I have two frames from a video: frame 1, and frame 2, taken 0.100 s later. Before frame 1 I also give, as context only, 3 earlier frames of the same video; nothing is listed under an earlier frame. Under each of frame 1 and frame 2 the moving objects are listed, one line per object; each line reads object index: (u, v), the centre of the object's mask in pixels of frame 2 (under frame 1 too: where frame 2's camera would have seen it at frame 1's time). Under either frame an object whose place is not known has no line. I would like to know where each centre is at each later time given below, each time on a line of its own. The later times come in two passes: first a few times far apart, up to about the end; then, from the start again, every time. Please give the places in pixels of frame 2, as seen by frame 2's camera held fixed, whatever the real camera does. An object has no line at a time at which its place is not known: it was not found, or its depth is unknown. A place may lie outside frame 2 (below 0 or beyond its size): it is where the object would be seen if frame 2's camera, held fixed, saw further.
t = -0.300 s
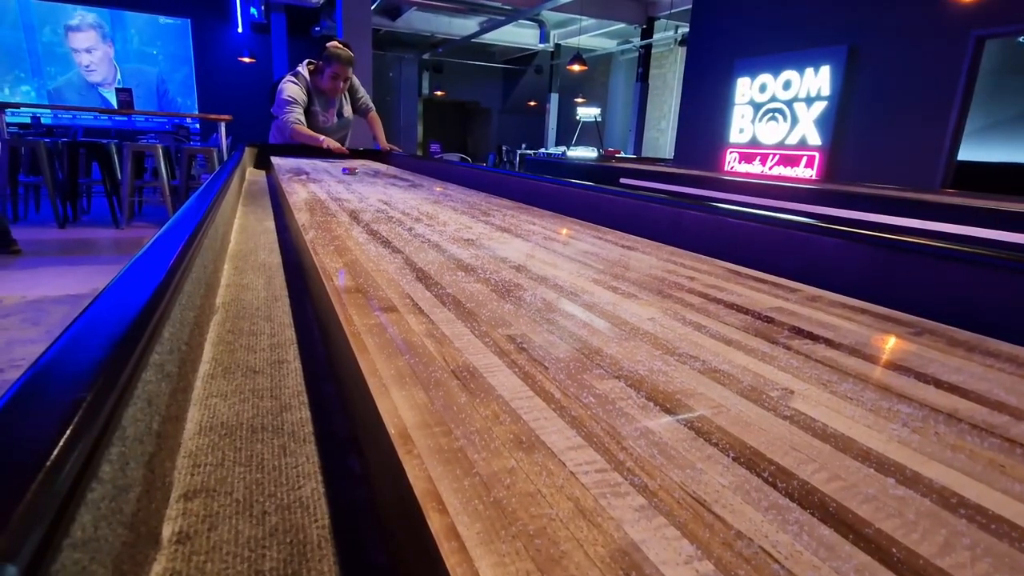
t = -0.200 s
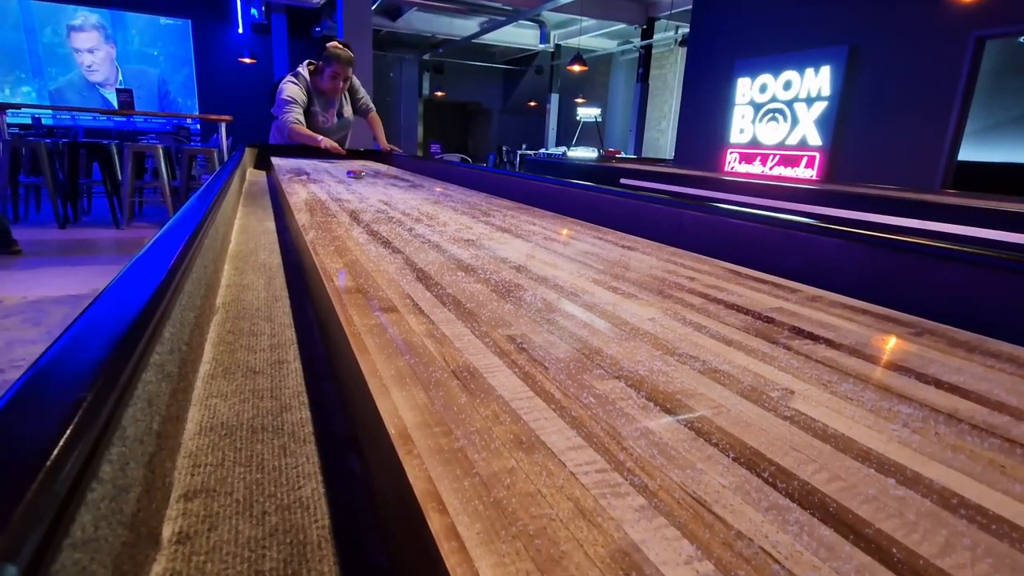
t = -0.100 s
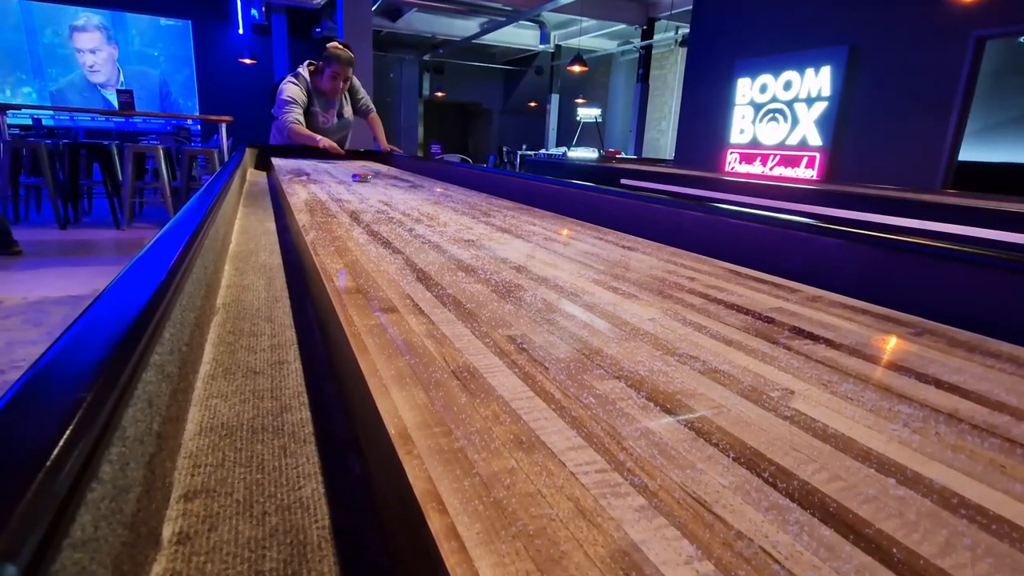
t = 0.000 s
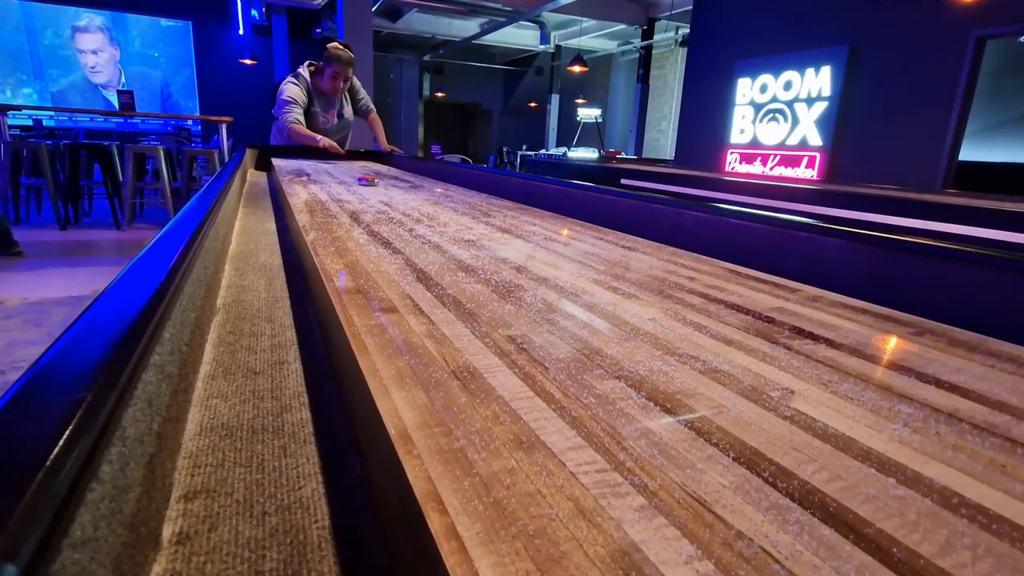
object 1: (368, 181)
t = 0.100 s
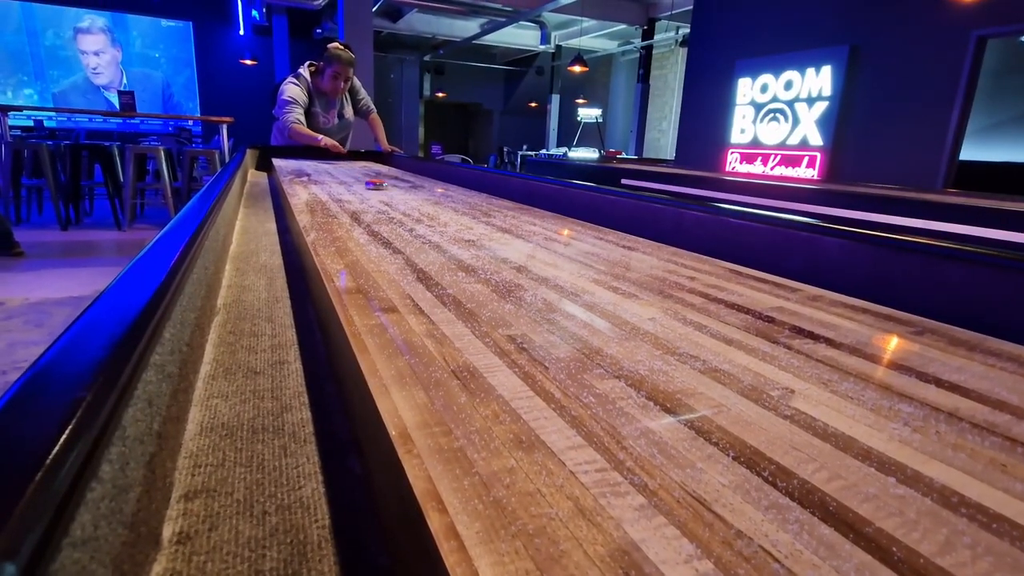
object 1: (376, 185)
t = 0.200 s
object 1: (384, 189)
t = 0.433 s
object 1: (410, 202)
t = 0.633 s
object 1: (442, 218)
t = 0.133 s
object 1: (378, 186)
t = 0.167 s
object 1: (381, 188)
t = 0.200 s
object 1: (384, 189)
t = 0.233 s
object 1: (388, 191)
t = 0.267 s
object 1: (390, 192)
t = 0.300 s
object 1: (394, 194)
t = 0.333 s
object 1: (397, 196)
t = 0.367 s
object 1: (401, 198)
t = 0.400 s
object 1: (405, 200)
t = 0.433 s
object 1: (410, 202)
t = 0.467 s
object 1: (414, 204)
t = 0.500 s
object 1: (420, 206)
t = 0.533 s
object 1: (424, 209)
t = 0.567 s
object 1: (430, 212)
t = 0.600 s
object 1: (436, 215)
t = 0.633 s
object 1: (442, 218)
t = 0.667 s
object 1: (450, 221)
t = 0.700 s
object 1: (457, 225)
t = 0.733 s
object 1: (466, 229)
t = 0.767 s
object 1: (475, 234)
